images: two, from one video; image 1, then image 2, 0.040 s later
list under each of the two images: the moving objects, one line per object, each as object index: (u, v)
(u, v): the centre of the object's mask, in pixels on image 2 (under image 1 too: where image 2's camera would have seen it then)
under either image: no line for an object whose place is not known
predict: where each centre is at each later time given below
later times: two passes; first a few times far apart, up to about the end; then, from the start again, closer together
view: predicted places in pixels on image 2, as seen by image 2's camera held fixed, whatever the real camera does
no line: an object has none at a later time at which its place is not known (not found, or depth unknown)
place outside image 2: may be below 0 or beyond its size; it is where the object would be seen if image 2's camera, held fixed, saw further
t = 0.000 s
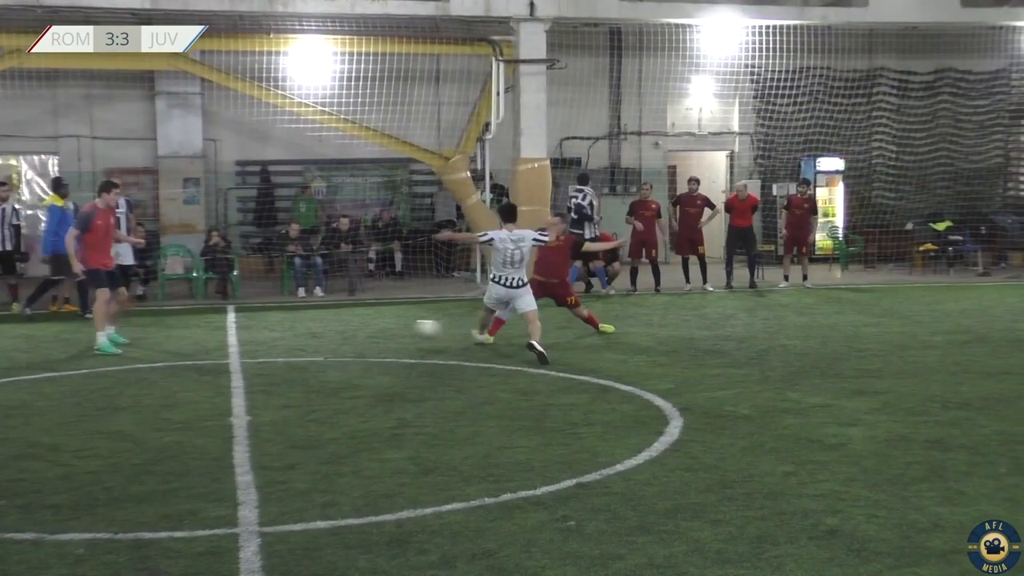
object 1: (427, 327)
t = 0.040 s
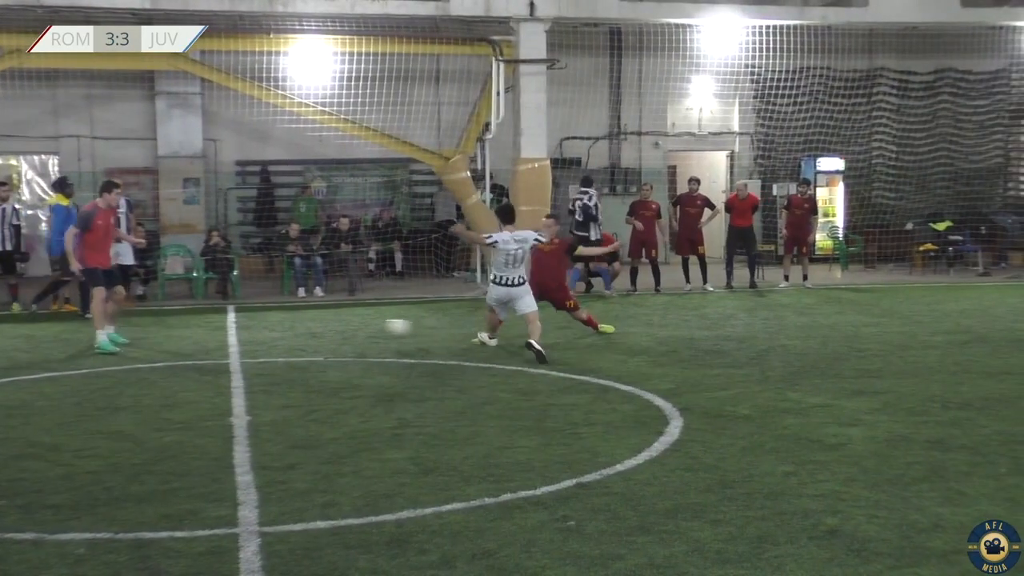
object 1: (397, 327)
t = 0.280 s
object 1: (215, 347)
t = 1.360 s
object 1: (-473, 393)
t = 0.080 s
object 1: (366, 327)
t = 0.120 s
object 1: (335, 330)
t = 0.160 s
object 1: (303, 334)
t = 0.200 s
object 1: (272, 340)
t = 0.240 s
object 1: (242, 347)
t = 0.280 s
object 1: (215, 347)
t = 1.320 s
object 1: (-445, 392)
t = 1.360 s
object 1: (-473, 393)
